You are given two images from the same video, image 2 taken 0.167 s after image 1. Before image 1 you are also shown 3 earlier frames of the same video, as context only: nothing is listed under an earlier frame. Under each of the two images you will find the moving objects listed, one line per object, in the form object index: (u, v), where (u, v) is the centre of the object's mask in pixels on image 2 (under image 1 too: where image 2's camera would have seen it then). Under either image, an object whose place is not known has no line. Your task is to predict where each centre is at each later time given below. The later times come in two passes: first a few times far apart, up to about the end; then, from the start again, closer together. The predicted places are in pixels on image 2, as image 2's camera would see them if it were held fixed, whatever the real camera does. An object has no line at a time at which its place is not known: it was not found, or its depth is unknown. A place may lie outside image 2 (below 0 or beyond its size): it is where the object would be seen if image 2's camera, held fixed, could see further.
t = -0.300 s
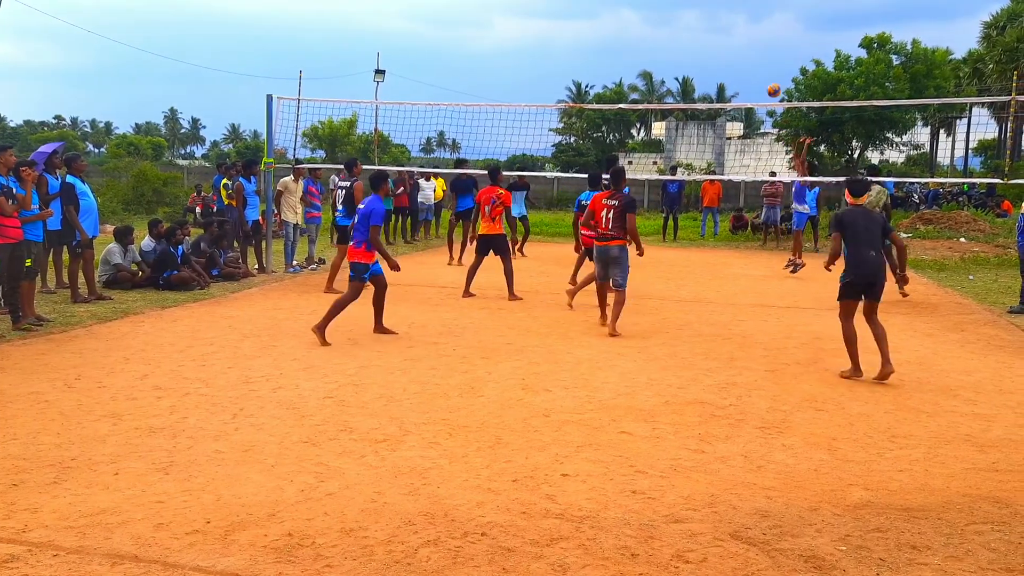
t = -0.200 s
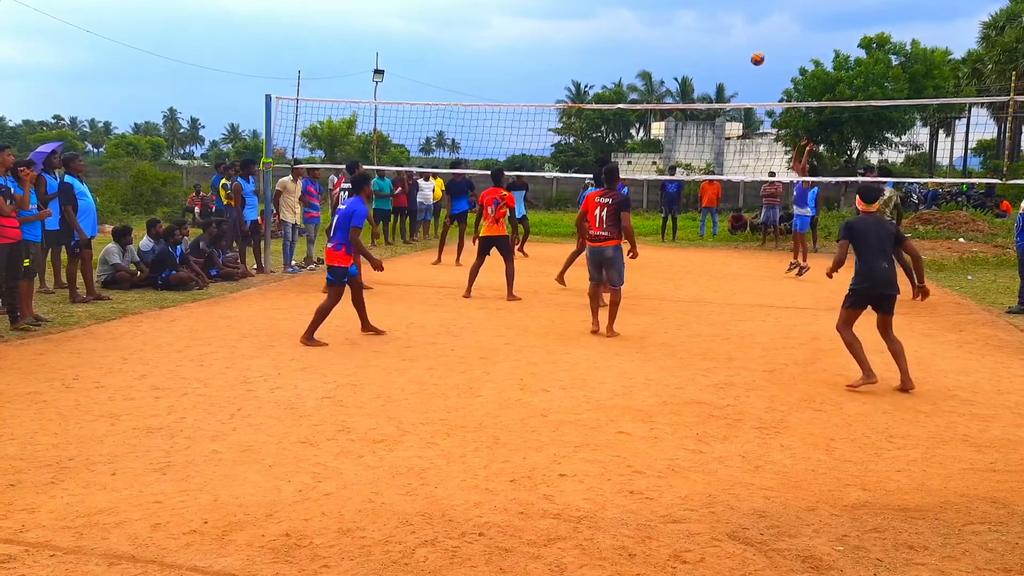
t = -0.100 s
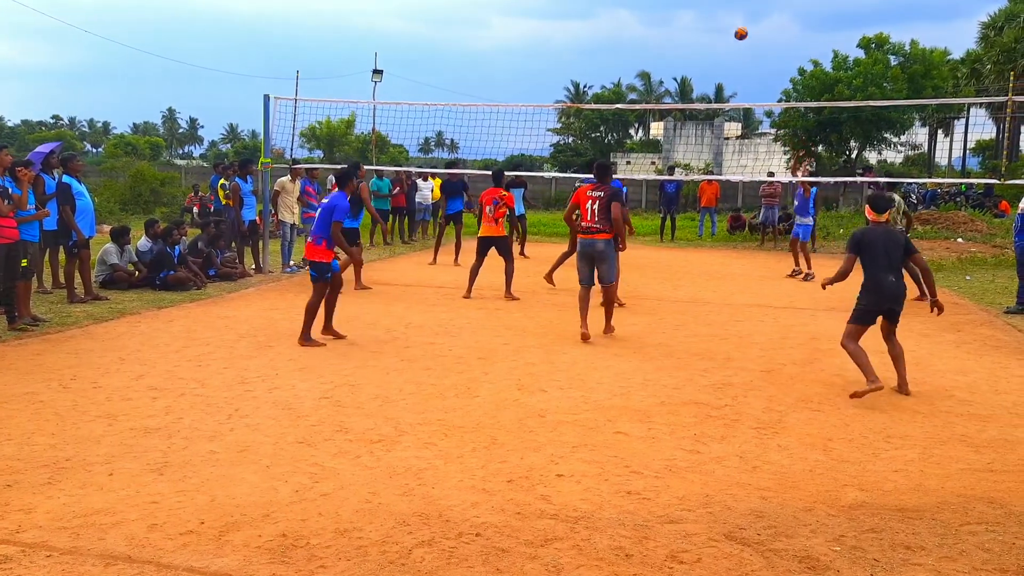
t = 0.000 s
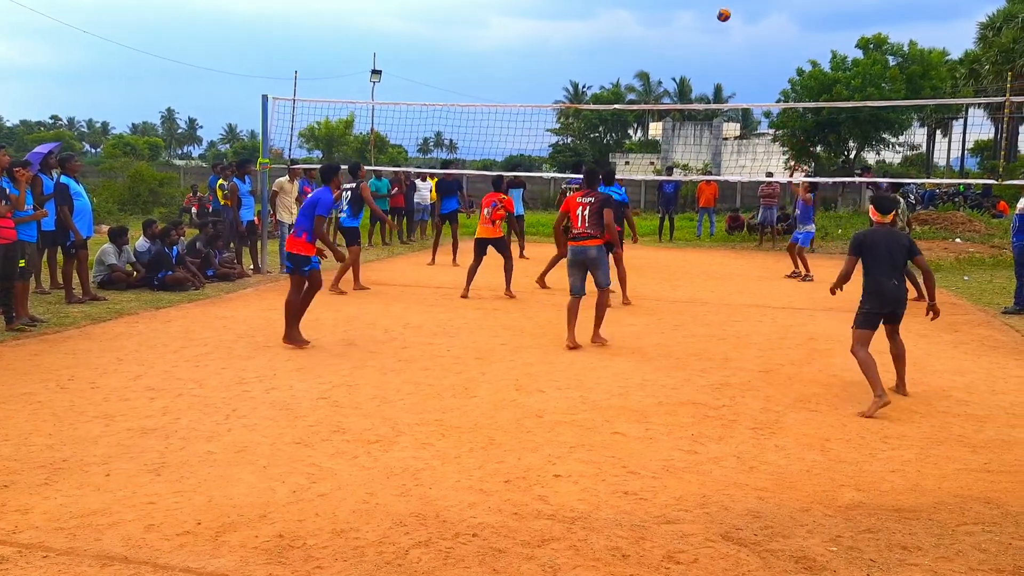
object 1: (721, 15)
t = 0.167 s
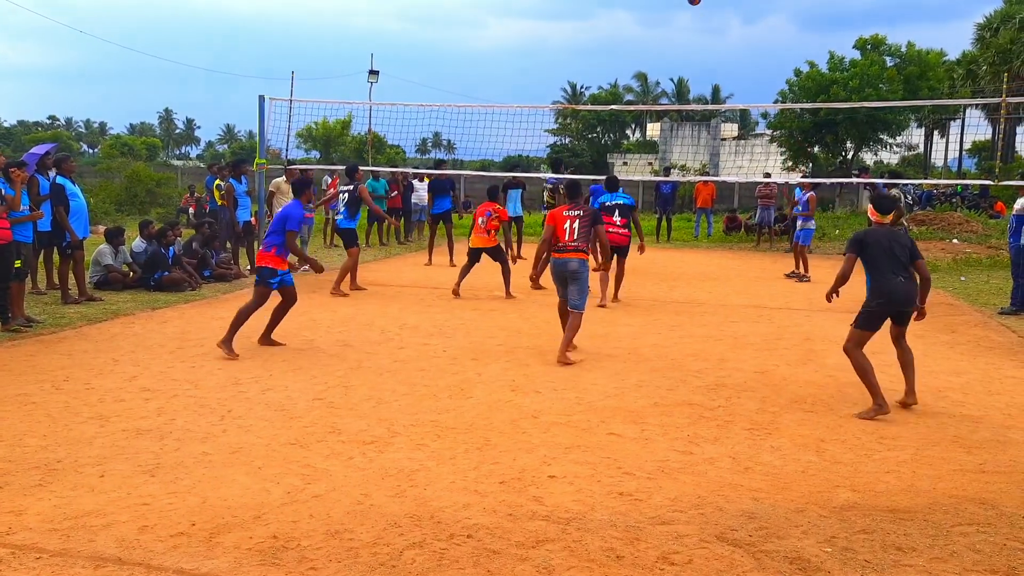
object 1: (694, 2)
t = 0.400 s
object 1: (656, 5)
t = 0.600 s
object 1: (622, 39)
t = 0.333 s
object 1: (667, 2)
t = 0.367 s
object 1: (661, 4)
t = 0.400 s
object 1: (656, 5)
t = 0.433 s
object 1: (650, 9)
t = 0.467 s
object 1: (645, 13)
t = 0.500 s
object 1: (639, 19)
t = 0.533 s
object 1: (633, 25)
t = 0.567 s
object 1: (628, 31)
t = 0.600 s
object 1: (622, 39)
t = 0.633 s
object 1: (617, 47)
